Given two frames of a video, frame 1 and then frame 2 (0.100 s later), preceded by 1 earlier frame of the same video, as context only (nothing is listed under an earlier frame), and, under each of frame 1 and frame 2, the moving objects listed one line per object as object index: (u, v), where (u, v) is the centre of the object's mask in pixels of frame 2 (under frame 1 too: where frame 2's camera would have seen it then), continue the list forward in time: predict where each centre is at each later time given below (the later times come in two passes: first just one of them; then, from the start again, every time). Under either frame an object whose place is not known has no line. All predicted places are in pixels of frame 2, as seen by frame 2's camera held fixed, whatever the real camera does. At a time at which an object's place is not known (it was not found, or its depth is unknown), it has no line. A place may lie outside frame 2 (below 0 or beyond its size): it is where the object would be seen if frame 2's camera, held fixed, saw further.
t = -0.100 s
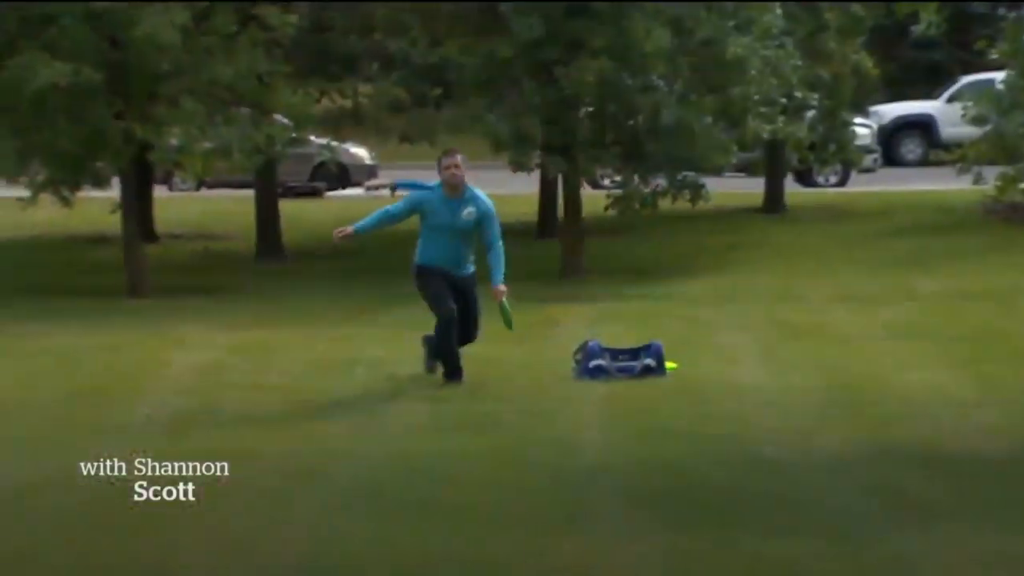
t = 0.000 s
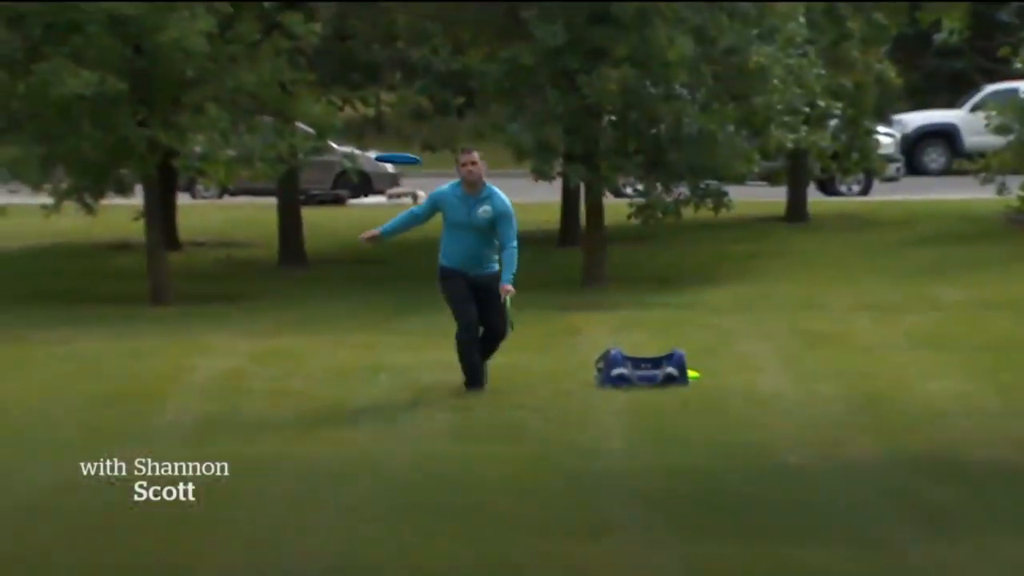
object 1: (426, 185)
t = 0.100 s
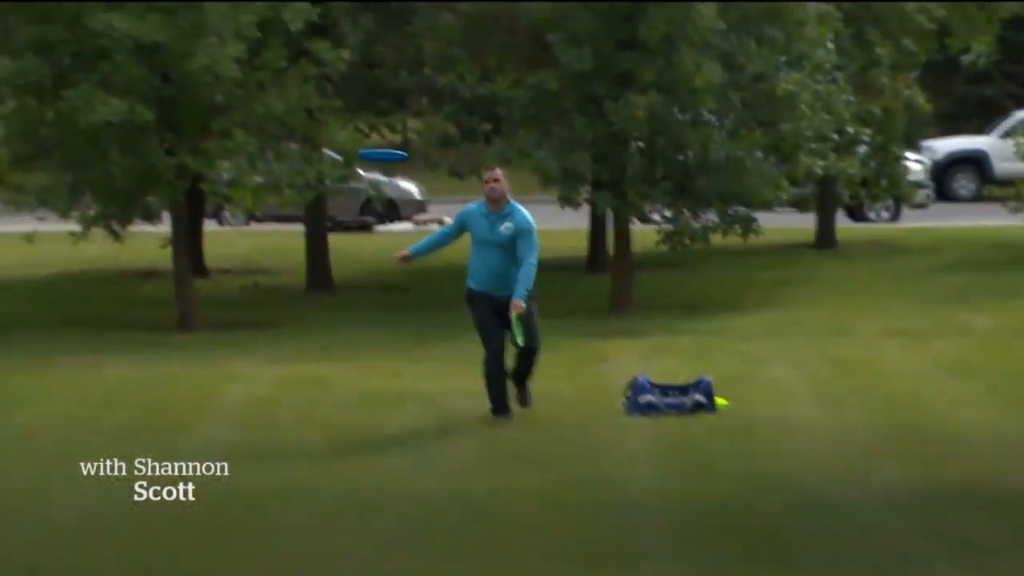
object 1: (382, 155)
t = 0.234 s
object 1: (321, 119)
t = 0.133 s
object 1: (368, 146)
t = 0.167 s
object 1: (353, 138)
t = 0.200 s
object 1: (337, 128)
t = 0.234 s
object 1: (321, 119)
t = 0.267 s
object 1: (303, 109)
